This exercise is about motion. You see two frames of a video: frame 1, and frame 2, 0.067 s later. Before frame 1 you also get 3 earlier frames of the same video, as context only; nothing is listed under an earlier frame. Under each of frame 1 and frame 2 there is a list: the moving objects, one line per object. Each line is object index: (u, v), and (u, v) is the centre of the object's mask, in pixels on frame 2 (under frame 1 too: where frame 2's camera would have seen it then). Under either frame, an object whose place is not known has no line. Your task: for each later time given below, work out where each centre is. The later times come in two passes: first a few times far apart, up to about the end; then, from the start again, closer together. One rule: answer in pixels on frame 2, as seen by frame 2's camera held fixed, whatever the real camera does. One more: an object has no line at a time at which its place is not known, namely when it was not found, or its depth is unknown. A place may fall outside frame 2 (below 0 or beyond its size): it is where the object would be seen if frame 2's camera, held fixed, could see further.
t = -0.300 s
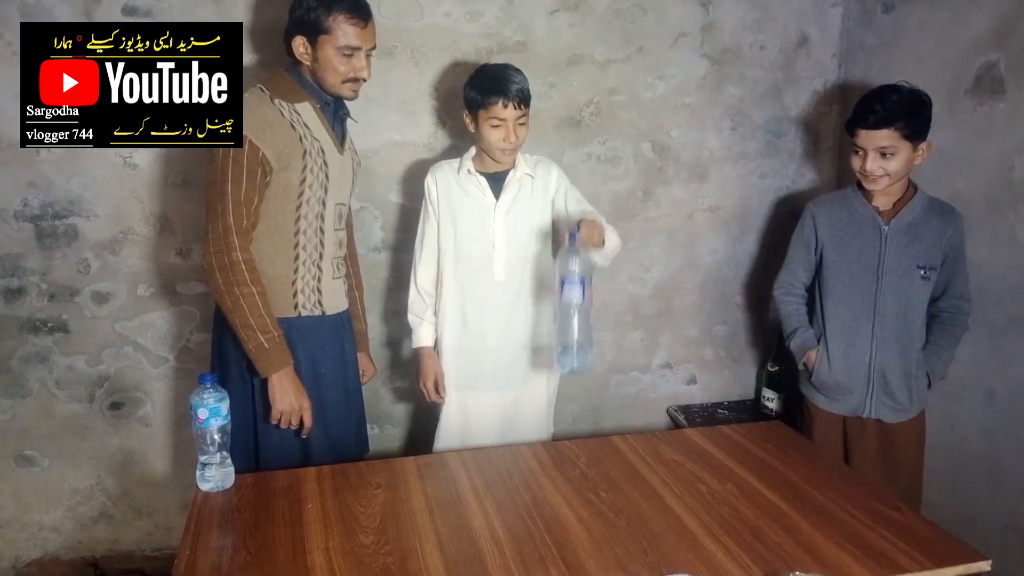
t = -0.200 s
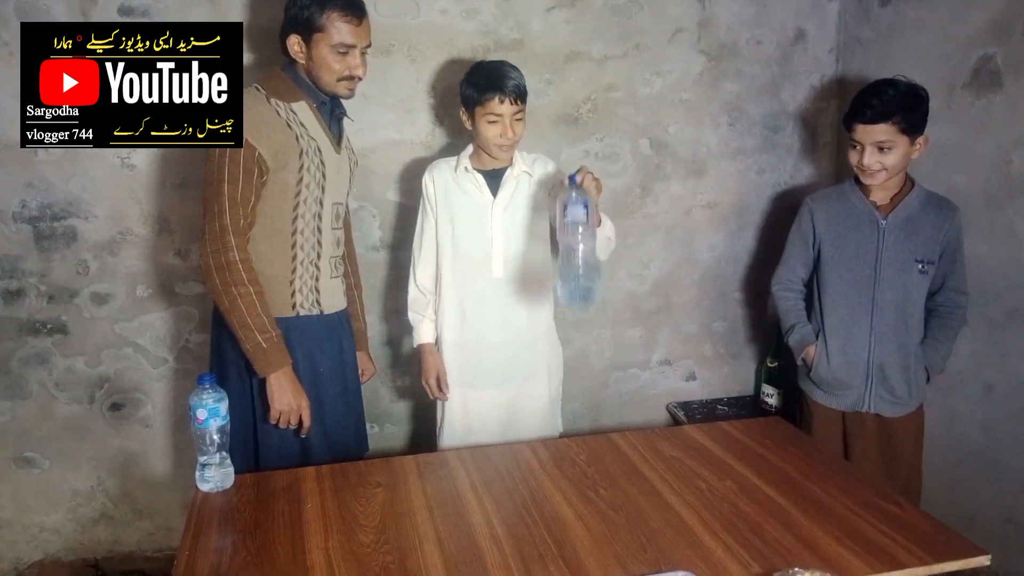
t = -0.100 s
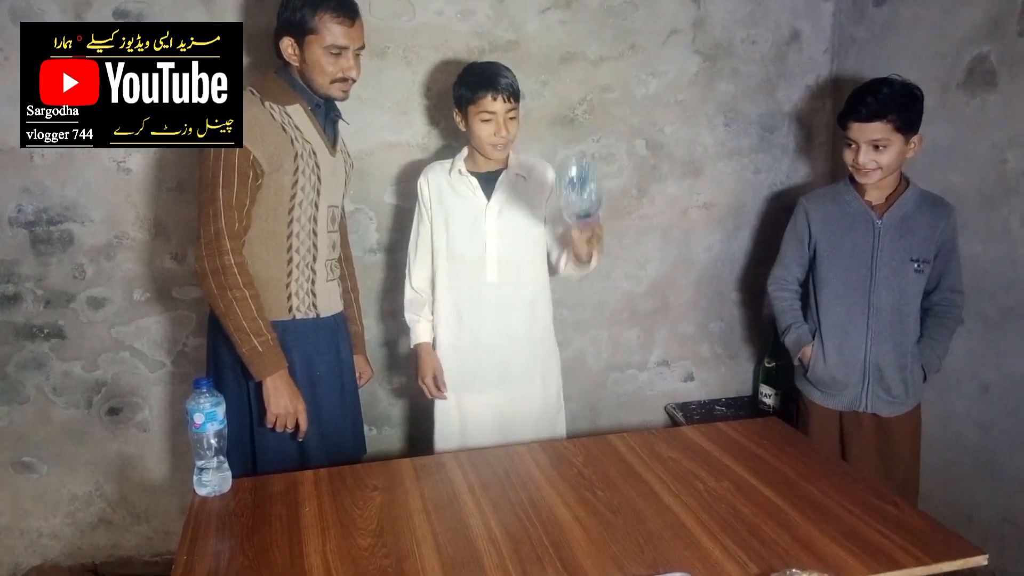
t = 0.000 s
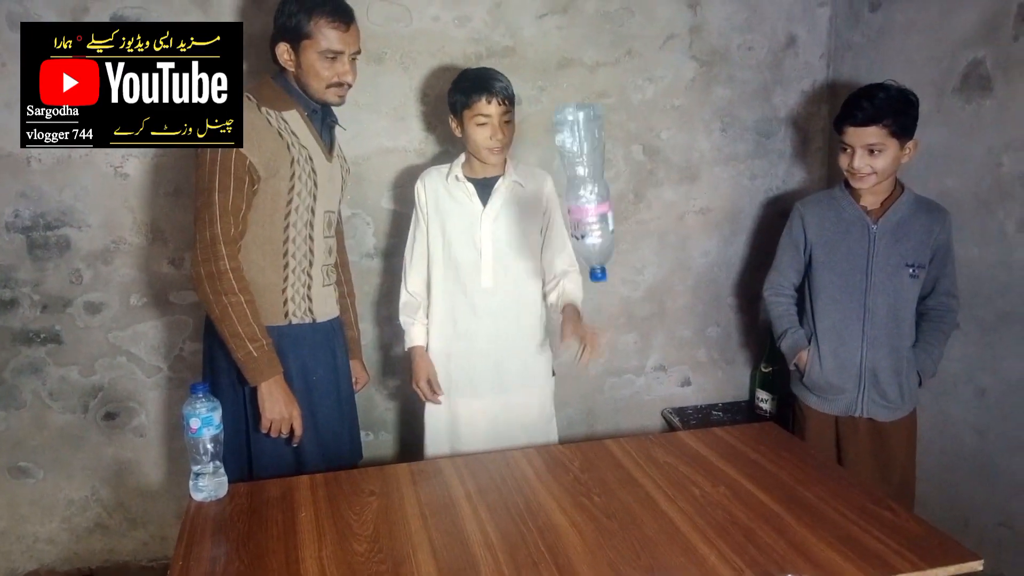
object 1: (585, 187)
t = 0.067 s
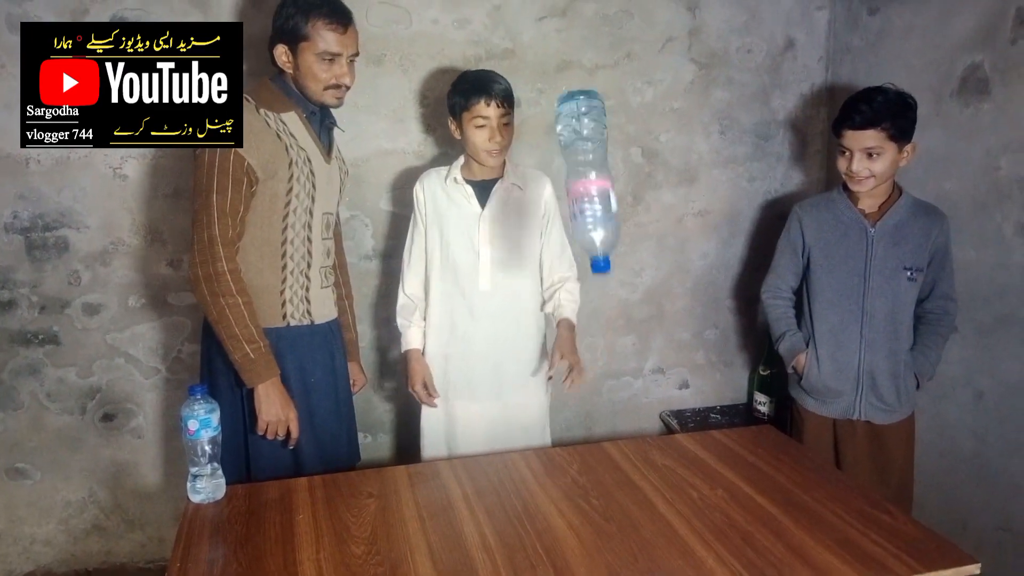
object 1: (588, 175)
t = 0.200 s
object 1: (587, 181)
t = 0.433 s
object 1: (609, 449)
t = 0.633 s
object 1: (641, 453)
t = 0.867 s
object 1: (642, 459)
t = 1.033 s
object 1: (643, 459)
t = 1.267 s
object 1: (647, 459)
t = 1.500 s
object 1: (648, 458)
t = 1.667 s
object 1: (647, 458)
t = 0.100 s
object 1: (588, 171)
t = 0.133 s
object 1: (588, 168)
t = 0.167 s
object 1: (588, 172)
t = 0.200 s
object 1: (587, 181)
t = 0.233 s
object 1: (590, 206)
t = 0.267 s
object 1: (590, 243)
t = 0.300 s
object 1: (592, 287)
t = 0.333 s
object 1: (595, 342)
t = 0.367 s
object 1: (597, 407)
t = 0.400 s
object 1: (599, 454)
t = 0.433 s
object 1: (609, 449)
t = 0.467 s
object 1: (616, 449)
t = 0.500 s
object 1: (622, 449)
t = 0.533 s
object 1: (627, 449)
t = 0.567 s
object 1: (631, 449)
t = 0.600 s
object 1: (635, 451)
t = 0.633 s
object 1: (641, 453)
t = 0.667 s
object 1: (645, 456)
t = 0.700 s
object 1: (649, 457)
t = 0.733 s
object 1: (649, 459)
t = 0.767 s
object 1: (647, 460)
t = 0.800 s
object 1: (644, 461)
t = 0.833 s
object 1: (642, 460)
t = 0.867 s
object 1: (642, 459)
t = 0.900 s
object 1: (645, 459)
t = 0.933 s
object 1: (649, 459)
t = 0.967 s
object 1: (649, 459)
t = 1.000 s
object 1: (646, 460)
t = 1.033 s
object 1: (643, 459)
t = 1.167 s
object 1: (649, 458)
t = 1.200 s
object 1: (647, 458)
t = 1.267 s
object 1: (647, 459)
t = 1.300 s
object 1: (647, 459)
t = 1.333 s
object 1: (649, 458)
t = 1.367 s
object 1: (649, 458)
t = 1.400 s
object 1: (647, 459)
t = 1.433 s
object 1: (647, 459)
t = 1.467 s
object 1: (648, 458)
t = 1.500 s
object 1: (648, 458)
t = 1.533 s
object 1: (646, 459)
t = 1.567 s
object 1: (647, 459)
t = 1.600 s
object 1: (648, 459)
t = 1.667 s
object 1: (647, 458)
